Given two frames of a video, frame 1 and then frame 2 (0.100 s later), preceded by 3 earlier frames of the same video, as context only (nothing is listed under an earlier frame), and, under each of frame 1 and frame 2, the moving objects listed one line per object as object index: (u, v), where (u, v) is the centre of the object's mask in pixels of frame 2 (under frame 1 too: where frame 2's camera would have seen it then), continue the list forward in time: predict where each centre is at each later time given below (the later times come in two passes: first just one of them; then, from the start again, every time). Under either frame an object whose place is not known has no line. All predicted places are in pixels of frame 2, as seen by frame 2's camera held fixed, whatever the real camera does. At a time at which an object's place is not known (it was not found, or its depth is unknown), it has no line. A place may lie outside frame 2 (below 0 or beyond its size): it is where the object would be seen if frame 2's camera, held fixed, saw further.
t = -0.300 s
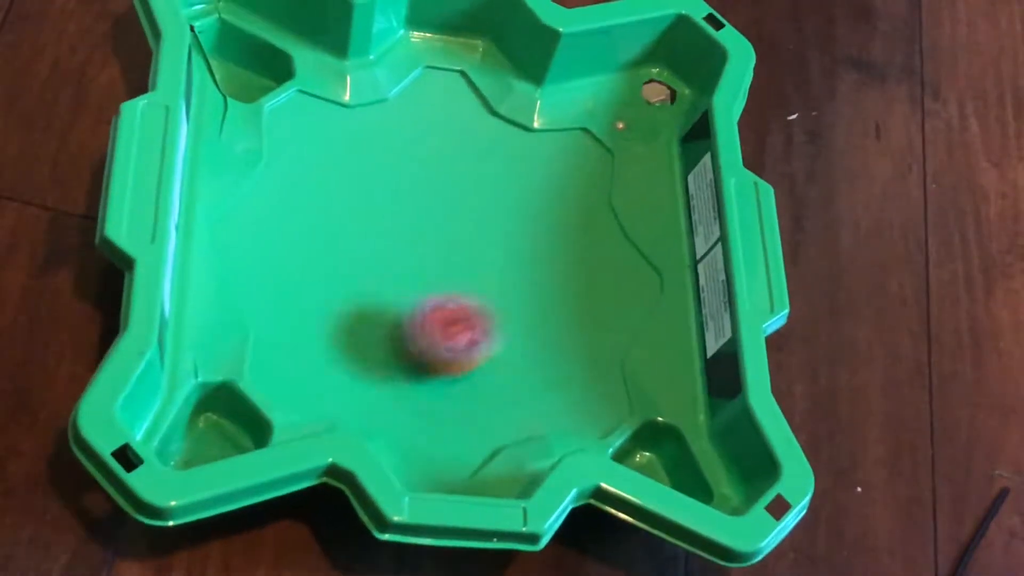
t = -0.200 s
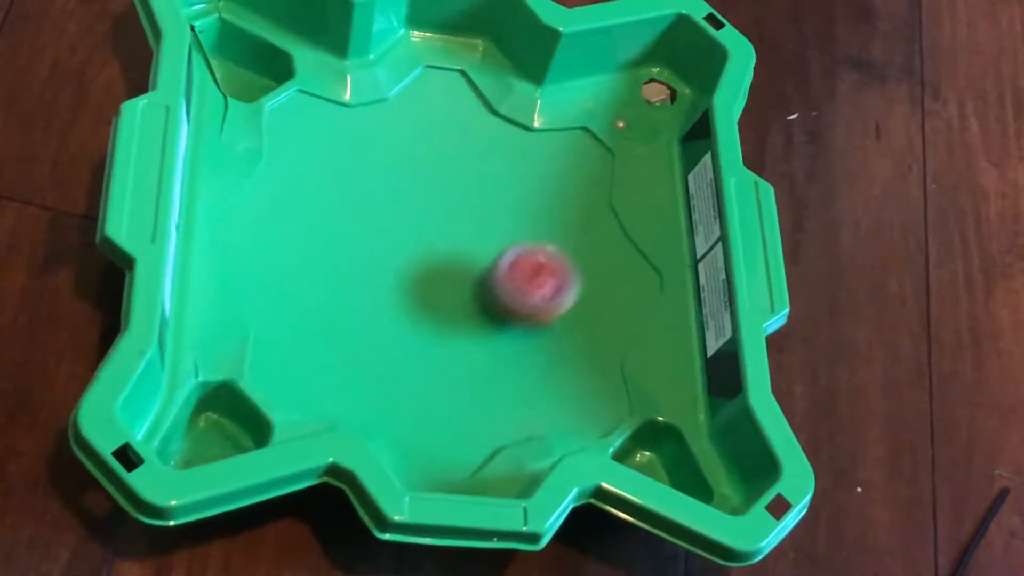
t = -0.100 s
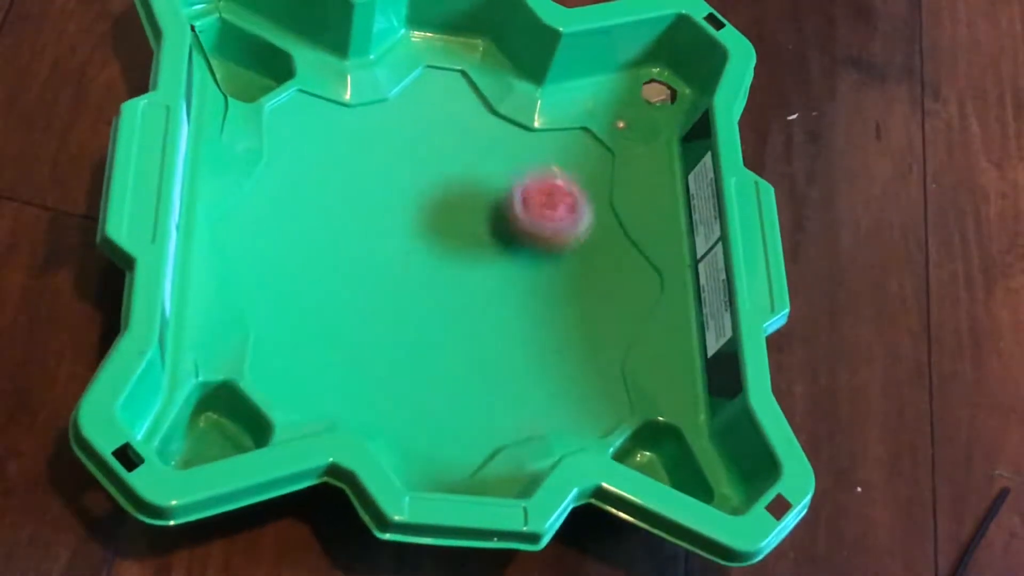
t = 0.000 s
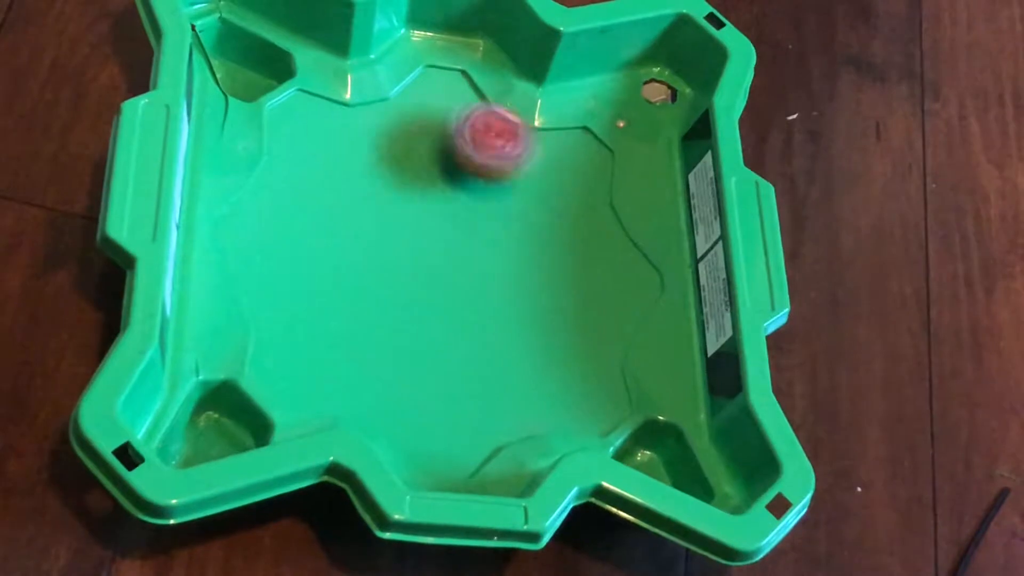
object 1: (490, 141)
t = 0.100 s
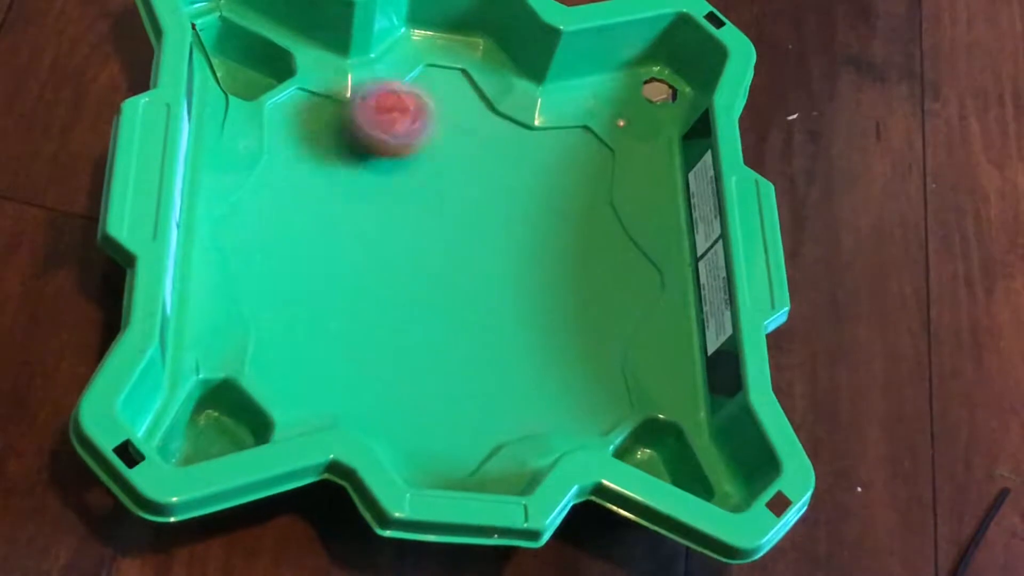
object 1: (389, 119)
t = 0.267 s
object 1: (252, 222)
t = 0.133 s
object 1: (353, 125)
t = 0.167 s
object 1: (318, 139)
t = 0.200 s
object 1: (290, 159)
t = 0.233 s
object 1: (269, 187)
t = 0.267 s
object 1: (252, 222)
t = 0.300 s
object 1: (249, 257)
